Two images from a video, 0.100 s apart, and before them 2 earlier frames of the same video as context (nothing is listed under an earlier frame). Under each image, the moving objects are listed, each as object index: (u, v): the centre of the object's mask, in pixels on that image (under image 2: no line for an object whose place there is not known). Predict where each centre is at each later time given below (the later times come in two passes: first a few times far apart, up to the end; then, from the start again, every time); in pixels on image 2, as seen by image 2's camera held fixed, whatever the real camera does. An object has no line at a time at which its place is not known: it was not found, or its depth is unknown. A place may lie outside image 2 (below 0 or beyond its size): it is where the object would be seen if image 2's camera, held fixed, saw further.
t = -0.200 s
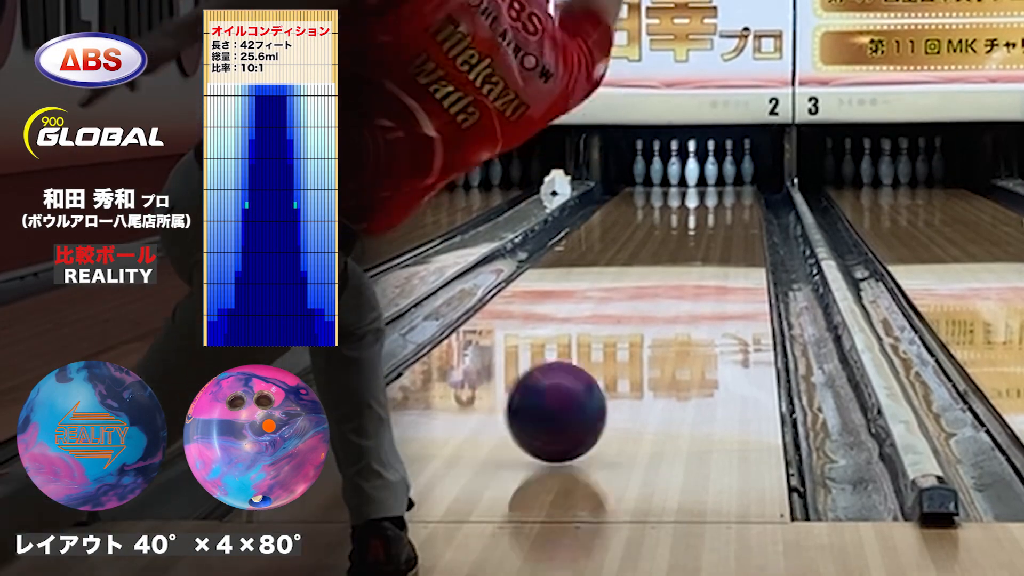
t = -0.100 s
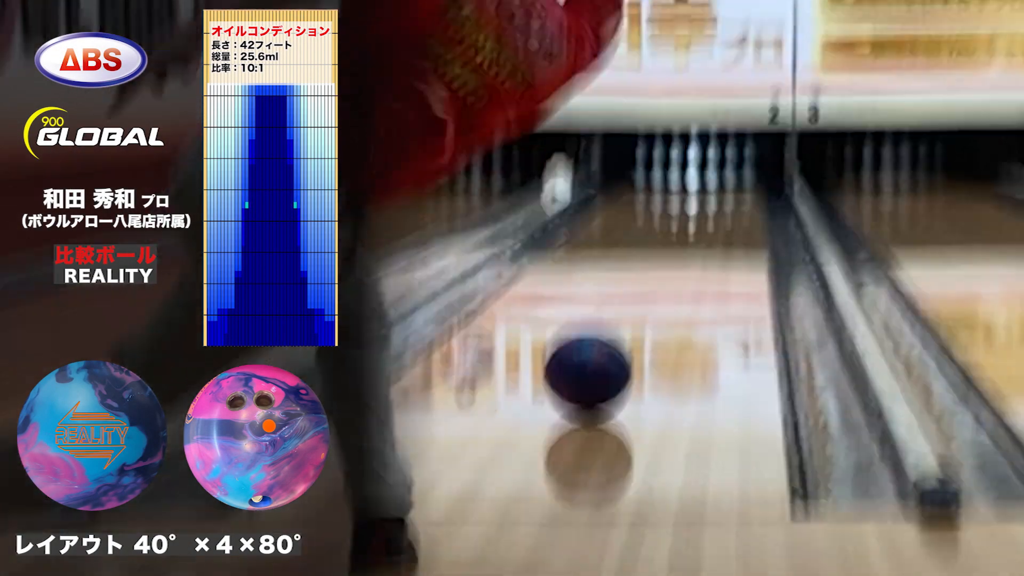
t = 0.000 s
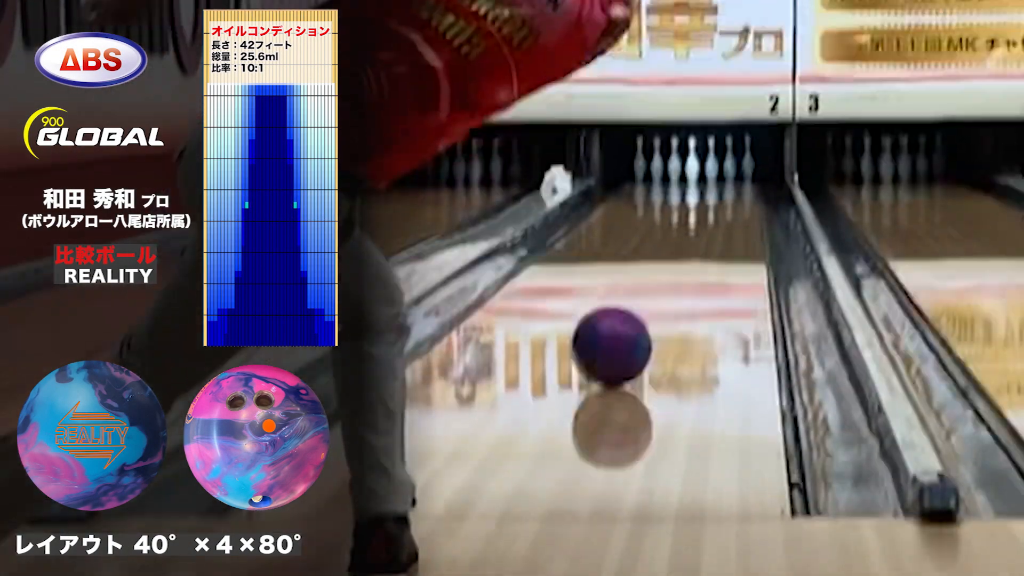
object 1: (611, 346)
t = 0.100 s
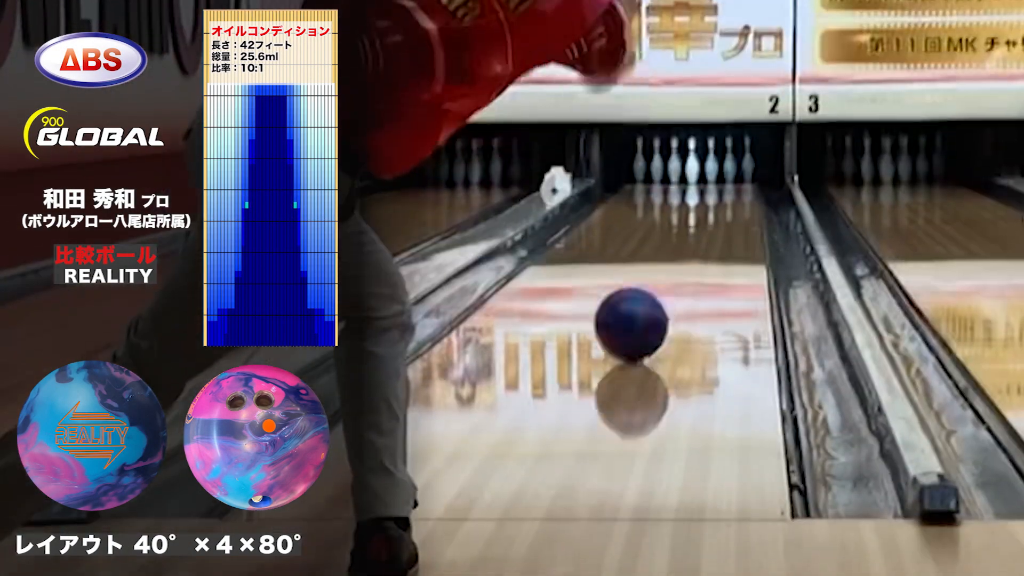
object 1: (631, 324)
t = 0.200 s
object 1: (647, 305)
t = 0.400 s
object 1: (672, 274)
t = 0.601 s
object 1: (689, 250)
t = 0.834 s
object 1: (705, 228)
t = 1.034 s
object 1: (714, 217)
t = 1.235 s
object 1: (721, 205)
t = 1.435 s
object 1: (726, 194)
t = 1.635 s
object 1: (727, 186)
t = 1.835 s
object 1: (722, 180)
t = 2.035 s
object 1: (711, 176)
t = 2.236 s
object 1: (701, 172)
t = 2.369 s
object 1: (702, 170)
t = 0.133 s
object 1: (637, 319)
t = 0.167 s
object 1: (642, 312)
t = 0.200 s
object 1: (647, 305)
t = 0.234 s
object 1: (652, 300)
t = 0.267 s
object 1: (656, 294)
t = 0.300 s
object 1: (660, 289)
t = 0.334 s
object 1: (664, 284)
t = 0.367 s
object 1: (668, 279)
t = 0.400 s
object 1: (672, 274)
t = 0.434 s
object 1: (675, 270)
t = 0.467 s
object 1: (678, 266)
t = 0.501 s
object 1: (681, 261)
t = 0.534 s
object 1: (684, 257)
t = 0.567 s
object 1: (687, 253)
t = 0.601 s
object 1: (689, 250)
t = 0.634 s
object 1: (692, 246)
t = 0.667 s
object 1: (694, 243)
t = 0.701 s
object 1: (696, 239)
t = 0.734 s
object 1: (699, 237)
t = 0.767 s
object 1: (701, 235)
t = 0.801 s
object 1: (703, 231)
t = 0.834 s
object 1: (705, 228)
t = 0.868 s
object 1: (706, 226)
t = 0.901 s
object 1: (708, 225)
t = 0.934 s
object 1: (709, 223)
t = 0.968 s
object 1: (711, 221)
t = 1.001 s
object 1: (713, 218)
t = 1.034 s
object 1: (714, 217)
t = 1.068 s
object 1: (716, 215)
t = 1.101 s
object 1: (717, 212)
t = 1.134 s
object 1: (718, 210)
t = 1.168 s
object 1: (719, 209)
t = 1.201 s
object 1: (720, 207)
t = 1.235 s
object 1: (721, 205)
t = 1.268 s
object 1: (722, 202)
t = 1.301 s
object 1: (723, 201)
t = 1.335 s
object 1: (724, 199)
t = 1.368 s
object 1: (725, 197)
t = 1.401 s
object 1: (726, 196)
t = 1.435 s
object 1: (726, 194)
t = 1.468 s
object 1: (727, 193)
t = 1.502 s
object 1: (727, 191)
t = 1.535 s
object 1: (727, 189)
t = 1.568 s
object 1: (727, 188)
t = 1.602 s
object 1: (728, 187)
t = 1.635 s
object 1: (727, 186)
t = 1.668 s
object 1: (727, 185)
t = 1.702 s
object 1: (726, 184)
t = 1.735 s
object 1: (725, 183)
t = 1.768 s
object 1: (725, 182)
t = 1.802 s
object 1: (724, 181)
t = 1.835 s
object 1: (722, 180)
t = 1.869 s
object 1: (720, 179)
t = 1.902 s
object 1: (719, 178)
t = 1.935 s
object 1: (717, 177)
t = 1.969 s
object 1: (715, 177)
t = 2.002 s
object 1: (713, 176)
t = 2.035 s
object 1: (711, 176)
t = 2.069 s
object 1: (709, 174)
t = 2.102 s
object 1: (708, 173)
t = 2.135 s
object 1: (705, 173)
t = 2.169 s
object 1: (703, 172)
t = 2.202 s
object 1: (701, 172)
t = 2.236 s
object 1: (701, 172)
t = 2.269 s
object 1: (702, 171)
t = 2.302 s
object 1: (701, 171)
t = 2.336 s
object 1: (702, 171)
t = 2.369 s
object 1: (702, 170)
